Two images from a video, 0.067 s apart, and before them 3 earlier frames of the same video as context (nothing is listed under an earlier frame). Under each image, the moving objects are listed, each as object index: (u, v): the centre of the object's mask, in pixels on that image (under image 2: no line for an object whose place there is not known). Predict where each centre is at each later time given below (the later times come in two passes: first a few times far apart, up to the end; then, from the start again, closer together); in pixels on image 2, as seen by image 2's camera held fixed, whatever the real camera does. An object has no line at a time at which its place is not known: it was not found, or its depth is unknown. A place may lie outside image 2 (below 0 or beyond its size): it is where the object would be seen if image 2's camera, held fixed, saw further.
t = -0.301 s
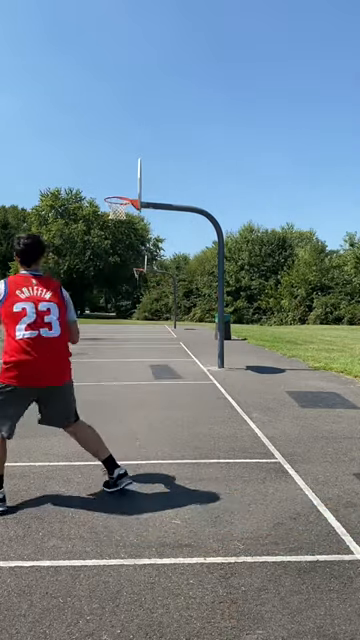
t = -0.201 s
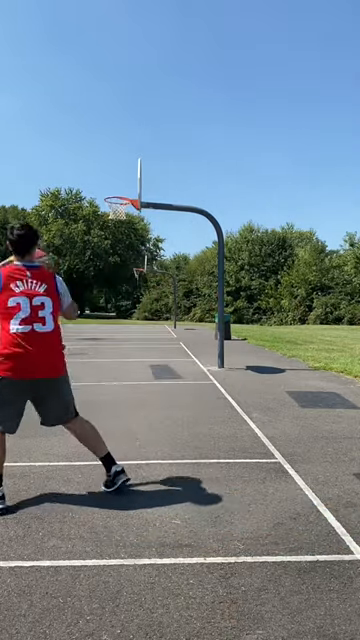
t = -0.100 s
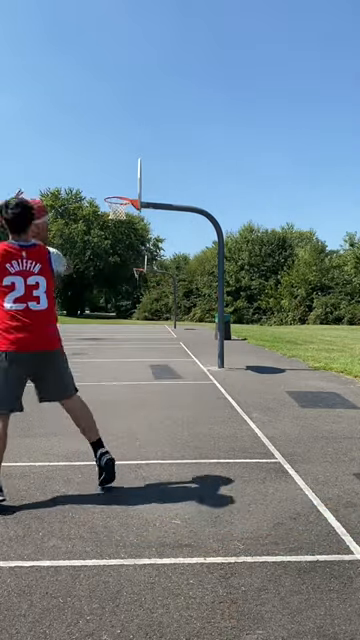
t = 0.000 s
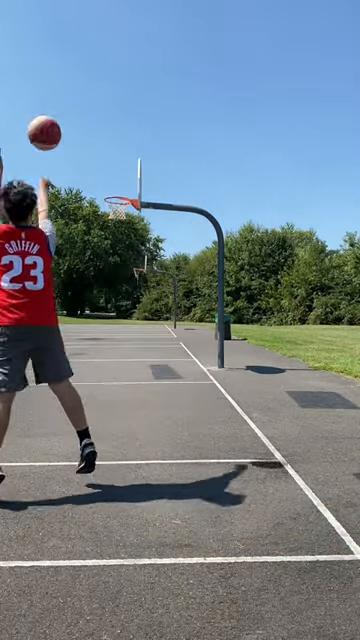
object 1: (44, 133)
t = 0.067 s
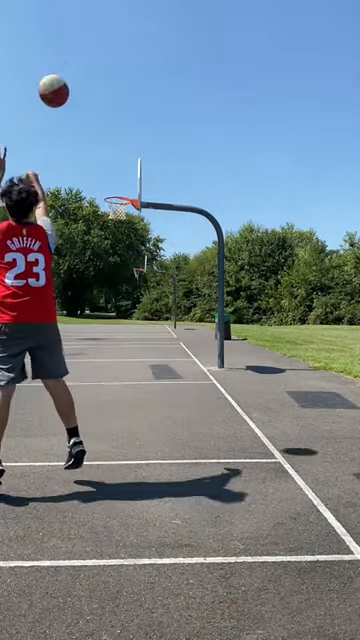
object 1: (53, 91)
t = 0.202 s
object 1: (67, 38)
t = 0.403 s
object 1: (82, 11)
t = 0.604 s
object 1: (92, 22)
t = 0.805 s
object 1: (99, 58)
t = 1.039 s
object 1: (106, 121)
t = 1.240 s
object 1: (110, 187)
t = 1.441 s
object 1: (134, 220)
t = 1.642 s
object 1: (159, 252)
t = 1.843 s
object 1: (184, 307)
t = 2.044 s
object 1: (204, 355)
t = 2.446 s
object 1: (240, 278)
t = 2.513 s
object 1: (247, 275)
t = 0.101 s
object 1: (57, 74)
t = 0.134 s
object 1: (61, 60)
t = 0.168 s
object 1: (65, 48)
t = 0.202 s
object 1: (67, 38)
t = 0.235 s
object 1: (70, 30)
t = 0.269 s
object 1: (73, 24)
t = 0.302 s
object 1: (75, 18)
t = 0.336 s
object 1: (77, 14)
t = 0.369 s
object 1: (80, 12)
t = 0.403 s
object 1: (82, 11)
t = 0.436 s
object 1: (84, 11)
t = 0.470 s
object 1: (85, 11)
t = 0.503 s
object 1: (87, 12)
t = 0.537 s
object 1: (88, 15)
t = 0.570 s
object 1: (90, 18)
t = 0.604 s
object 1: (92, 22)
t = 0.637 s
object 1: (93, 26)
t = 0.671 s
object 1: (95, 32)
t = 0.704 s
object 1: (96, 38)
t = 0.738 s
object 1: (97, 44)
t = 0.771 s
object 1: (98, 51)
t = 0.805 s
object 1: (99, 58)
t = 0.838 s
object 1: (101, 66)
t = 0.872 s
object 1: (101, 74)
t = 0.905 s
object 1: (102, 82)
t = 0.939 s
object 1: (103, 92)
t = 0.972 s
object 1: (104, 101)
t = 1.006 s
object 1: (105, 111)
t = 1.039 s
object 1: (106, 121)
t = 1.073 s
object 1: (107, 131)
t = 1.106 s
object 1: (107, 142)
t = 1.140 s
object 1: (108, 153)
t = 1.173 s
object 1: (109, 164)
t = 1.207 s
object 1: (110, 176)
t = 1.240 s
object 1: (110, 187)
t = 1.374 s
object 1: (124, 214)
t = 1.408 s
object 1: (128, 217)
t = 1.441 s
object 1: (134, 220)
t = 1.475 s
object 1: (137, 226)
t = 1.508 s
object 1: (141, 230)
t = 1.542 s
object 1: (146, 234)
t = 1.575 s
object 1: (150, 240)
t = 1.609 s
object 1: (154, 246)
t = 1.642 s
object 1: (159, 252)
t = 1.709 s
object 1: (164, 268)
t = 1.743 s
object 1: (170, 276)
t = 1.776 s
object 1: (174, 287)
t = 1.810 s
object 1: (176, 296)
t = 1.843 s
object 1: (184, 307)
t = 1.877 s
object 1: (186, 318)
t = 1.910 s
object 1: (190, 331)
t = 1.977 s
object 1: (198, 354)
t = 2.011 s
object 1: (203, 365)
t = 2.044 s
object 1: (204, 355)
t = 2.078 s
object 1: (207, 345)
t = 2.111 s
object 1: (211, 337)
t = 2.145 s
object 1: (214, 330)
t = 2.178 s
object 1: (216, 321)
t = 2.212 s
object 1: (218, 313)
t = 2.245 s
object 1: (221, 306)
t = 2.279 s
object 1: (226, 300)
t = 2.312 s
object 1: (228, 295)
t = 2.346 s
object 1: (230, 290)
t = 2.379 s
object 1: (233, 286)
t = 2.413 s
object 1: (236, 282)
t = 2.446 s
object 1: (240, 278)
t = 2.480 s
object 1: (242, 275)
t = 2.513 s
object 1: (247, 275)
